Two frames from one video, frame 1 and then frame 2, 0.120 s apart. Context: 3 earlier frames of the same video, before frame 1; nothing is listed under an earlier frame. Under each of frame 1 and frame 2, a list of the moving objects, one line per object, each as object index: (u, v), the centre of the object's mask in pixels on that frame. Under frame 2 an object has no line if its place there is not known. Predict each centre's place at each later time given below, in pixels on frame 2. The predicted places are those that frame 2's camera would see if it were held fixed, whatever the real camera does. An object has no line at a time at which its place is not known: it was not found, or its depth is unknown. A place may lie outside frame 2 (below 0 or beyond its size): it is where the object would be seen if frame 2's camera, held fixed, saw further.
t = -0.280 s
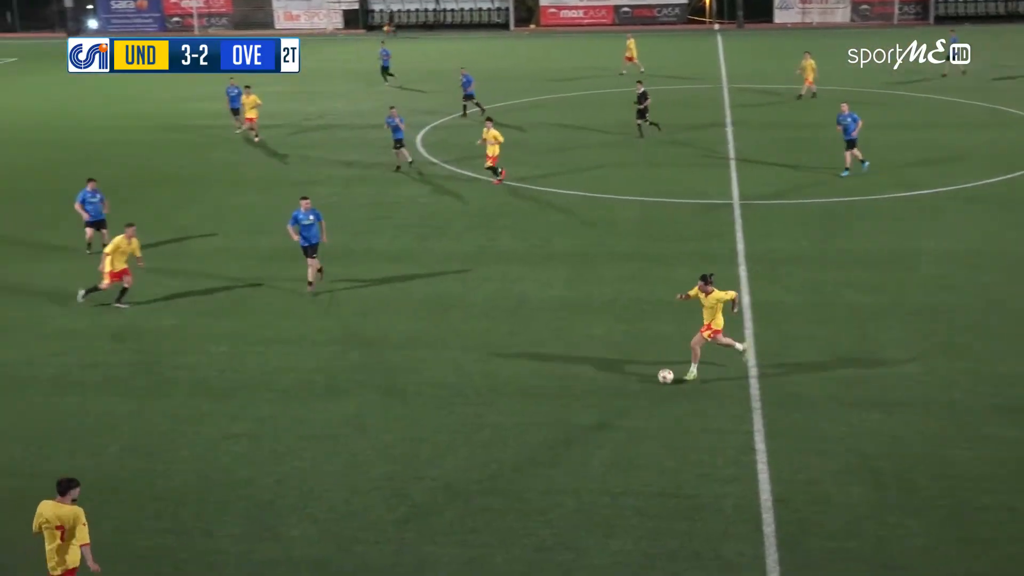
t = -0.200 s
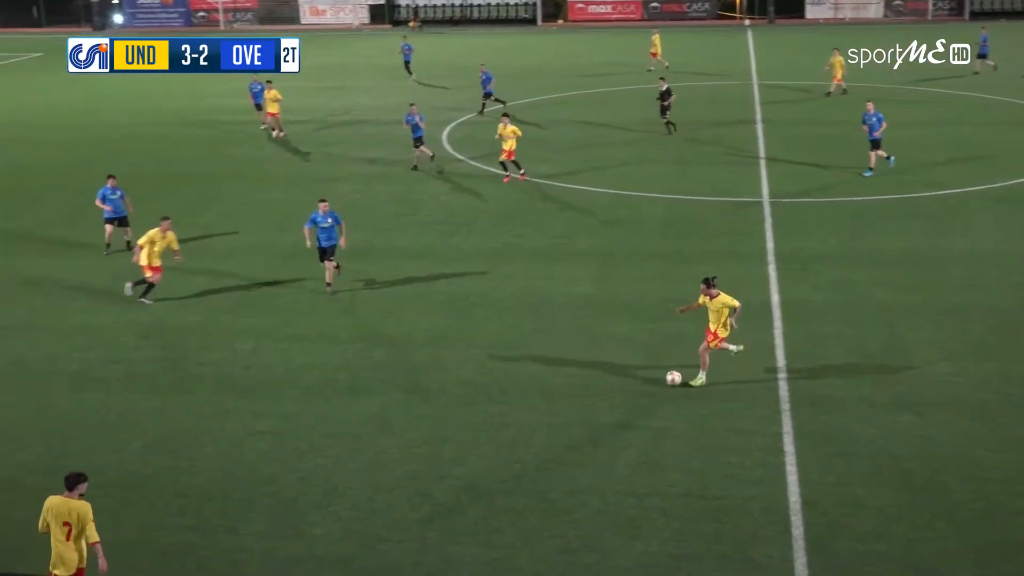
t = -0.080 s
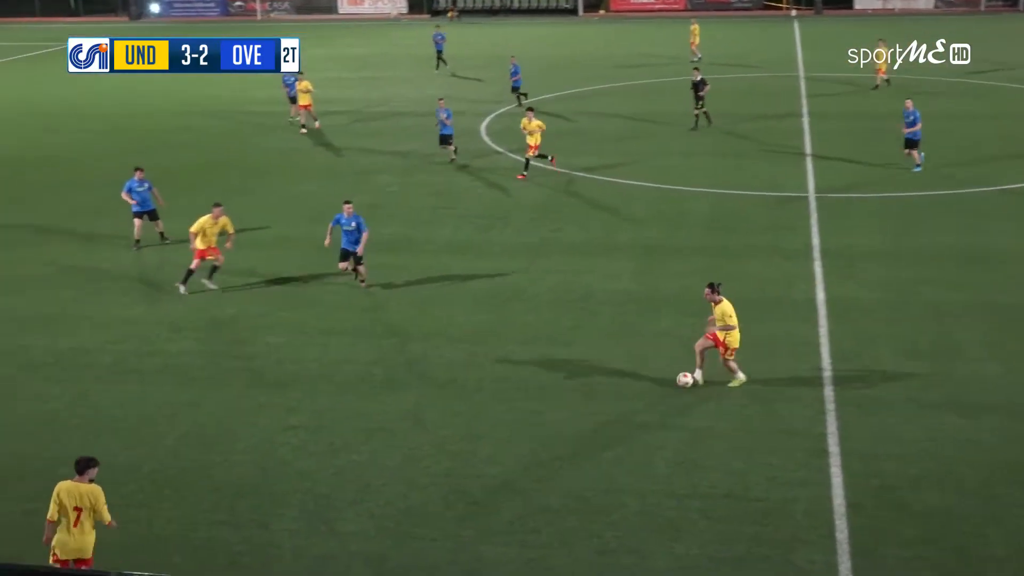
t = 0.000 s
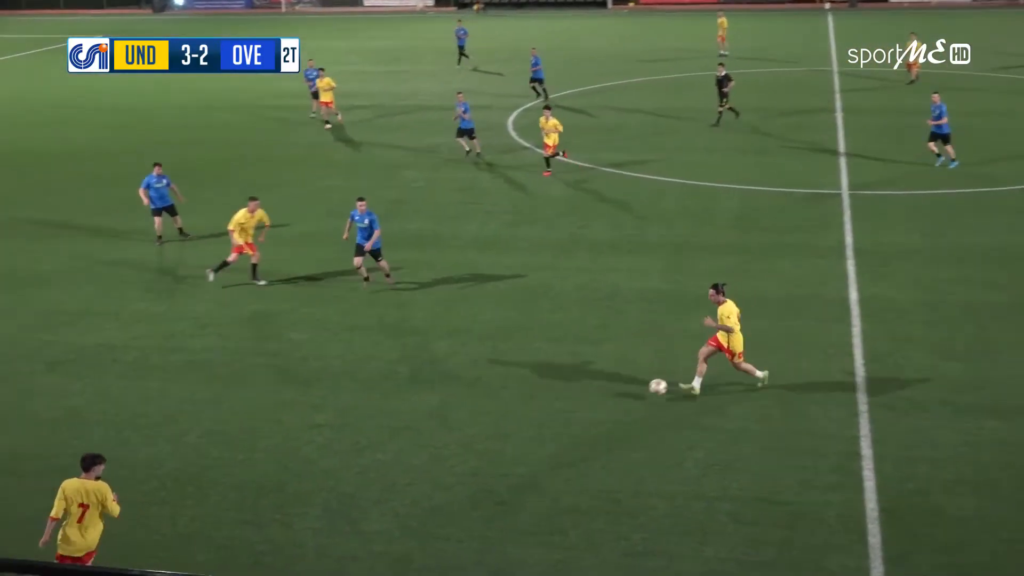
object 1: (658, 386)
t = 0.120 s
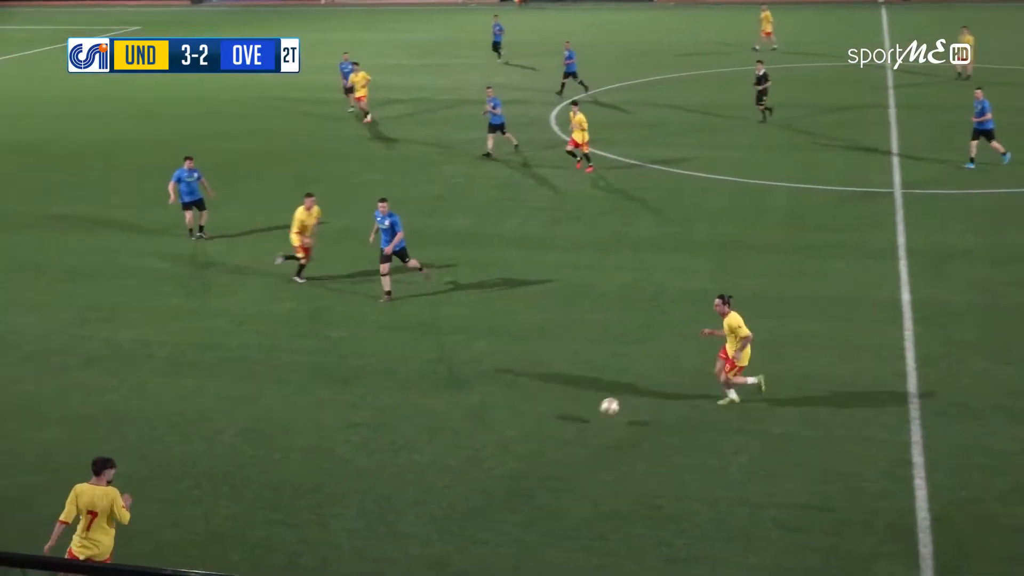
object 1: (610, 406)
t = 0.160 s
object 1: (579, 415)
